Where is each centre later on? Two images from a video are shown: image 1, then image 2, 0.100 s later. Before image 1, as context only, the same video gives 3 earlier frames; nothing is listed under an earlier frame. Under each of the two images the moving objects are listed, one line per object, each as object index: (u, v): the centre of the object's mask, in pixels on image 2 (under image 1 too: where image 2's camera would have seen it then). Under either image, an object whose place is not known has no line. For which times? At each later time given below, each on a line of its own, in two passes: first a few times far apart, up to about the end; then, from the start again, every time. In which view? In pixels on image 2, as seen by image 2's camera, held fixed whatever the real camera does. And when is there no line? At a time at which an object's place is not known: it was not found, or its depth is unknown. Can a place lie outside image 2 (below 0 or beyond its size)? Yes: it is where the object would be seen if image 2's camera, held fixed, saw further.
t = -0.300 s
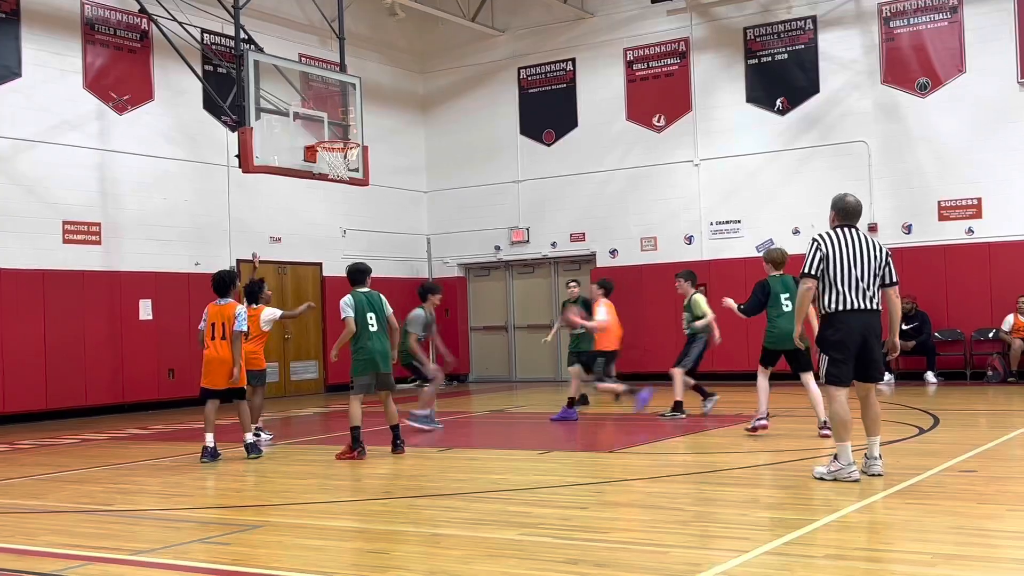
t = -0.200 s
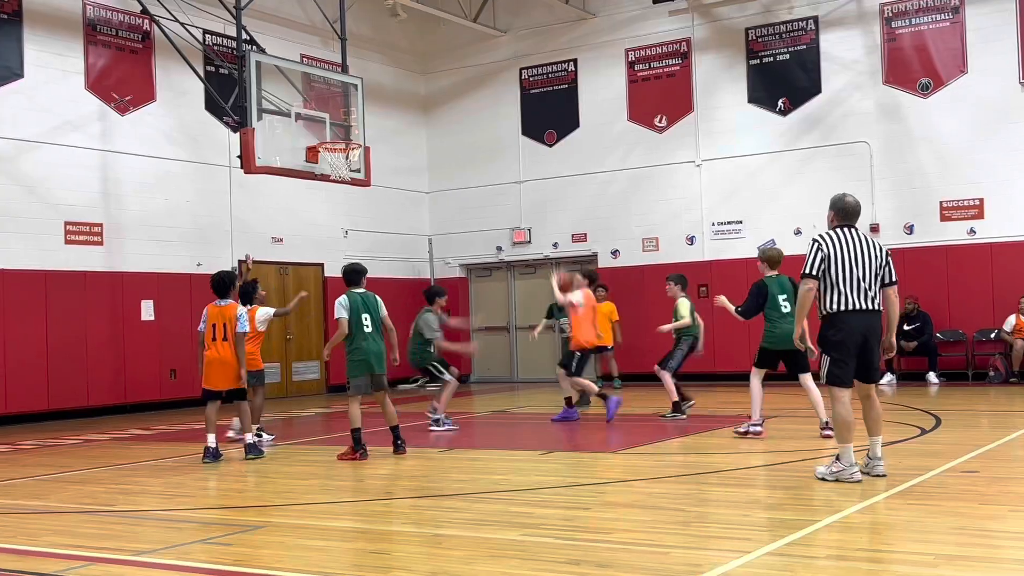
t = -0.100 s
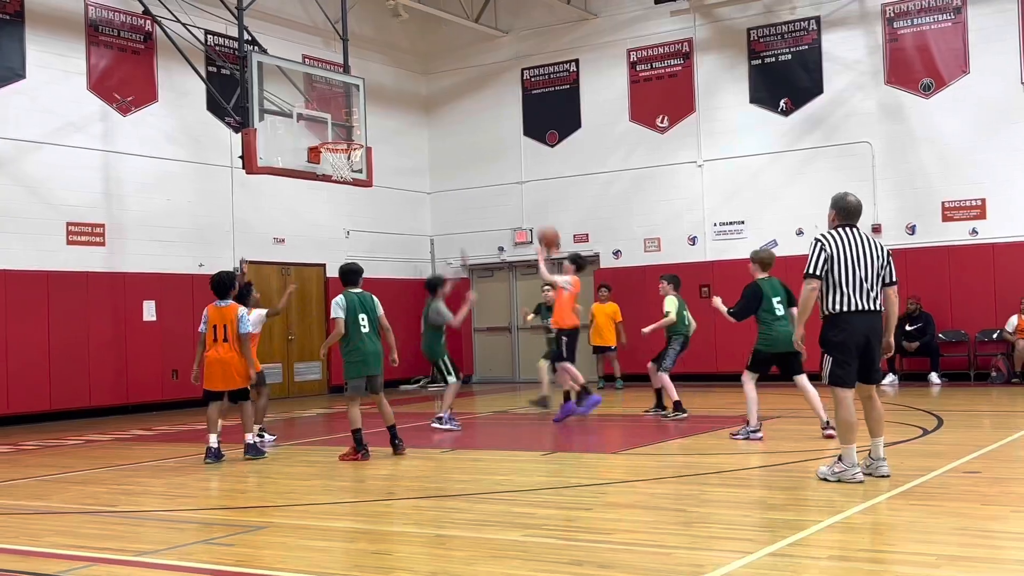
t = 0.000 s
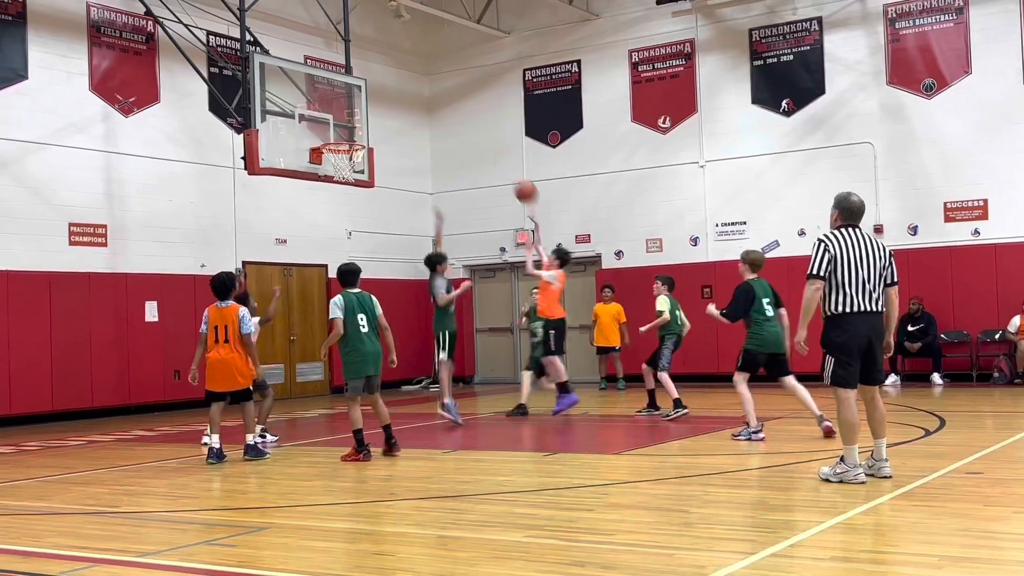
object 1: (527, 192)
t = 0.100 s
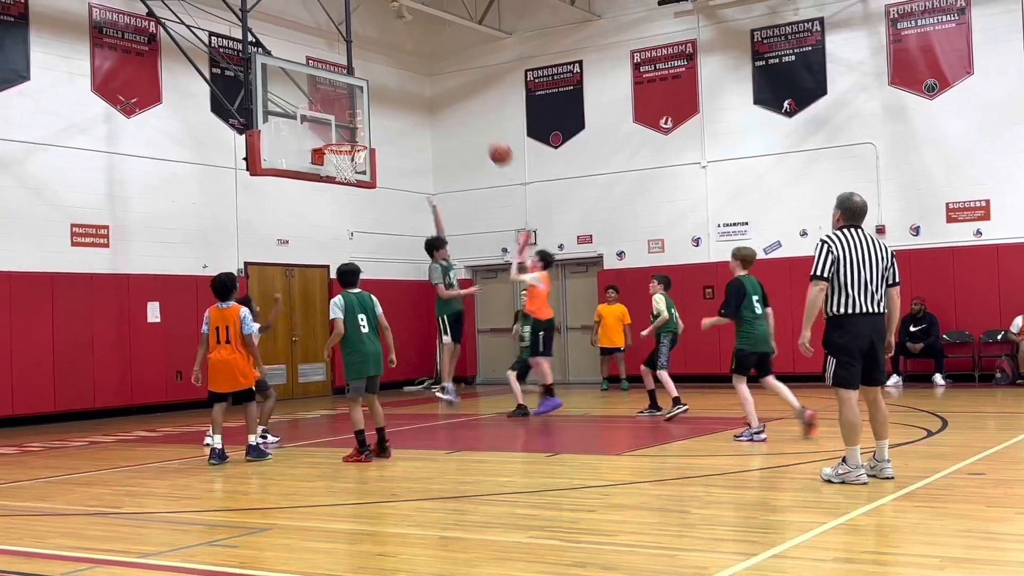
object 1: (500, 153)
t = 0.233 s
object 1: (464, 117)
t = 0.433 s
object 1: (414, 93)
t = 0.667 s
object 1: (359, 109)
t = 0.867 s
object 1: (346, 130)
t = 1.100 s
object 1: (394, 127)
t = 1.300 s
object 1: (437, 161)
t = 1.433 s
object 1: (465, 201)
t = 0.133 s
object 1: (492, 143)
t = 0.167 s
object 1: (482, 133)
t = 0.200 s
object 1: (474, 124)
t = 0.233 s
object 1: (464, 117)
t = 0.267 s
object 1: (456, 110)
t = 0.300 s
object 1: (448, 104)
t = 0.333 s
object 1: (440, 100)
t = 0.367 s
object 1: (431, 96)
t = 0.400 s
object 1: (423, 94)
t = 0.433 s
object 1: (414, 93)
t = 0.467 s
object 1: (406, 92)
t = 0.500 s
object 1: (399, 92)
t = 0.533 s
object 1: (391, 94)
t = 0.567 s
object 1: (382, 96)
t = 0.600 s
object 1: (375, 99)
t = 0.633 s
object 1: (367, 104)
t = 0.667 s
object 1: (359, 109)
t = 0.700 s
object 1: (351, 116)
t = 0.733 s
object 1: (344, 122)
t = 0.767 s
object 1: (338, 130)
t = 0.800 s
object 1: (330, 138)
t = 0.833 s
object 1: (338, 134)
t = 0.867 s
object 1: (346, 130)
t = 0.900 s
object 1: (351, 127)
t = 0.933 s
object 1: (358, 124)
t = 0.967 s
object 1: (366, 124)
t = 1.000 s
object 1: (373, 123)
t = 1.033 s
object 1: (380, 123)
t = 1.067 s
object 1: (387, 125)
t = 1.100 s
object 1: (394, 127)
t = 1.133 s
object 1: (401, 130)
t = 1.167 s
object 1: (408, 135)
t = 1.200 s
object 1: (416, 140)
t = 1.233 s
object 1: (423, 146)
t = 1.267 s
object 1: (430, 153)
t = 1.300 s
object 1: (437, 161)
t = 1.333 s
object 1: (444, 170)
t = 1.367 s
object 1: (451, 179)
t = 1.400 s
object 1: (458, 190)
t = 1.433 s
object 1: (465, 201)
